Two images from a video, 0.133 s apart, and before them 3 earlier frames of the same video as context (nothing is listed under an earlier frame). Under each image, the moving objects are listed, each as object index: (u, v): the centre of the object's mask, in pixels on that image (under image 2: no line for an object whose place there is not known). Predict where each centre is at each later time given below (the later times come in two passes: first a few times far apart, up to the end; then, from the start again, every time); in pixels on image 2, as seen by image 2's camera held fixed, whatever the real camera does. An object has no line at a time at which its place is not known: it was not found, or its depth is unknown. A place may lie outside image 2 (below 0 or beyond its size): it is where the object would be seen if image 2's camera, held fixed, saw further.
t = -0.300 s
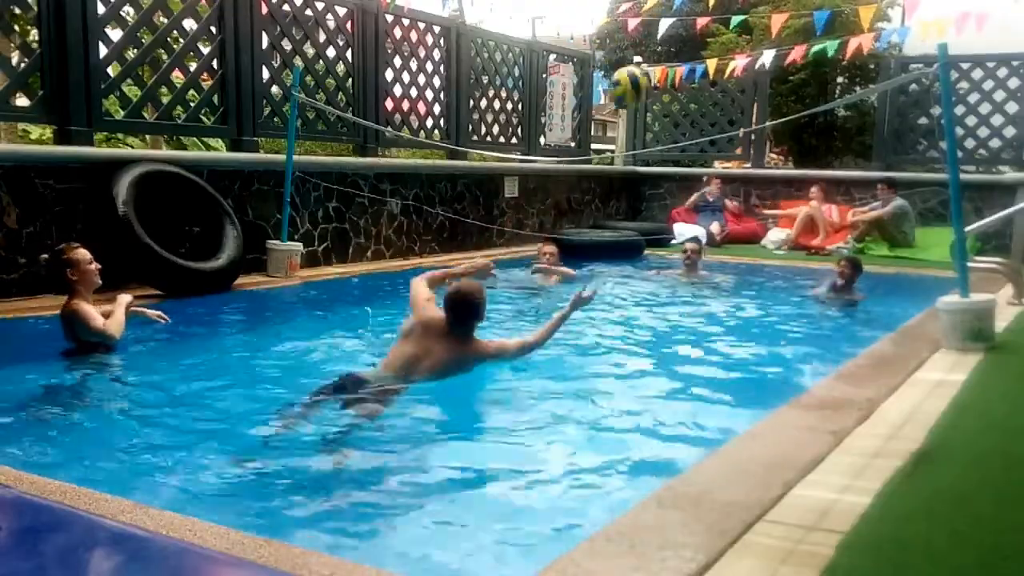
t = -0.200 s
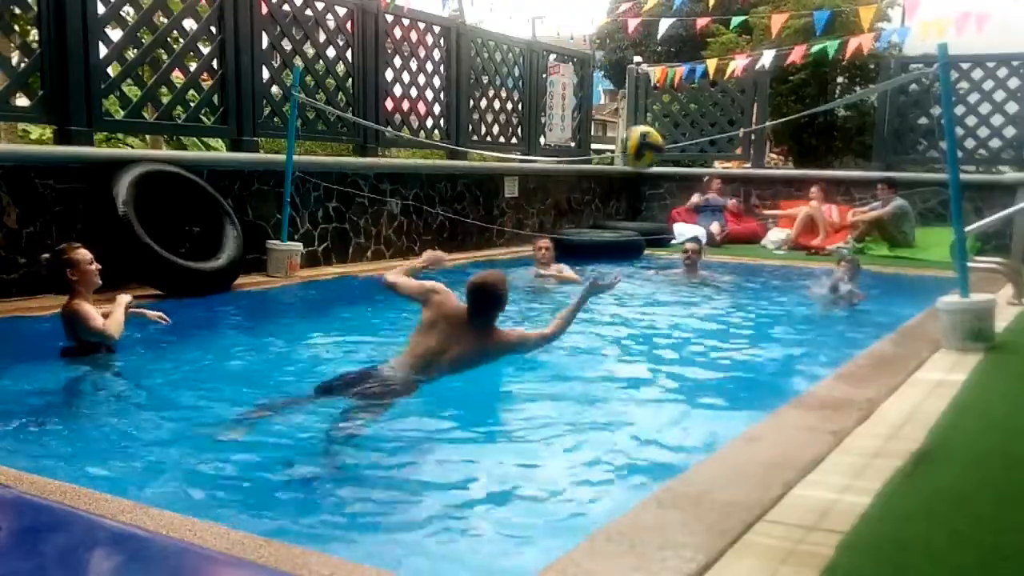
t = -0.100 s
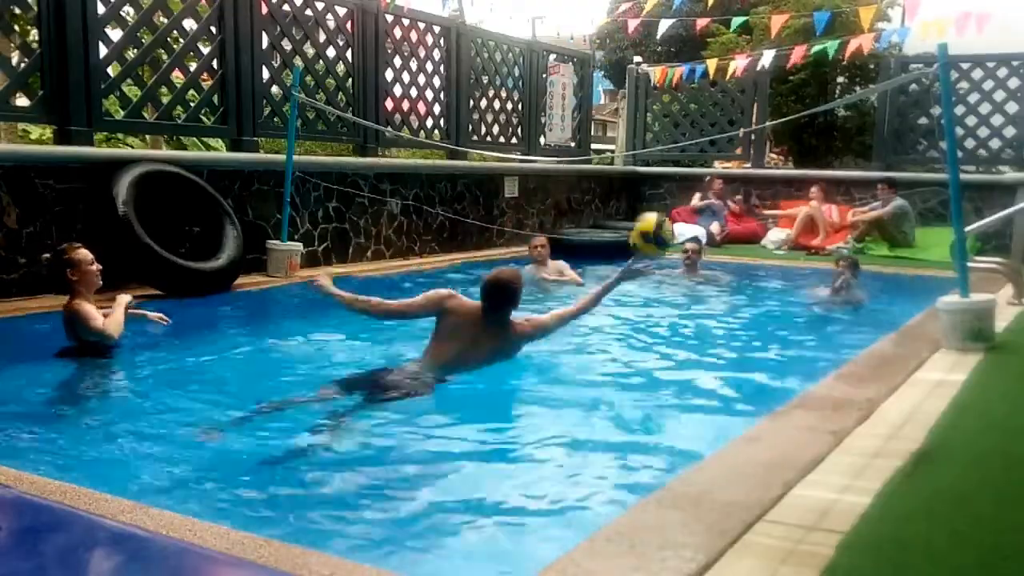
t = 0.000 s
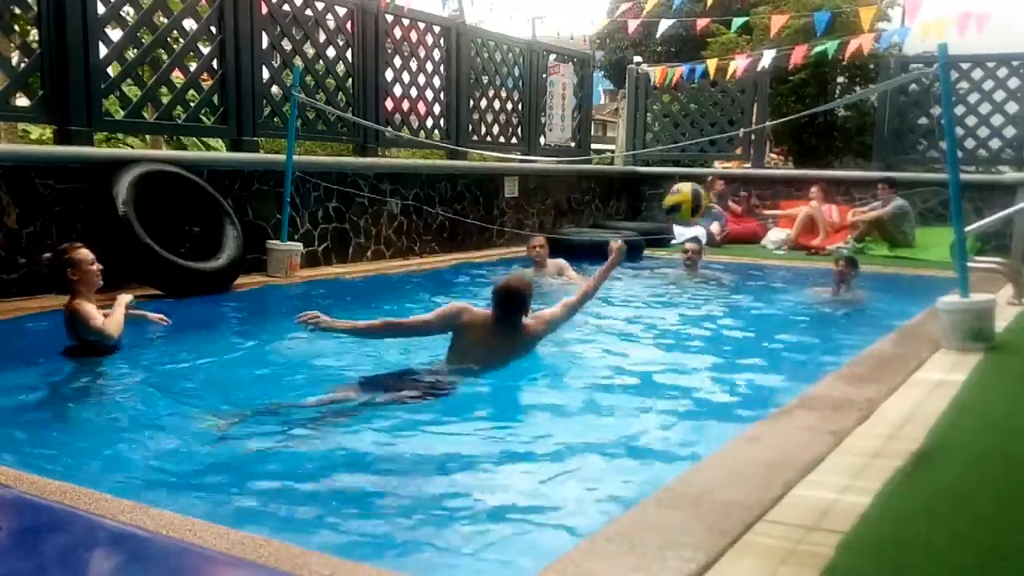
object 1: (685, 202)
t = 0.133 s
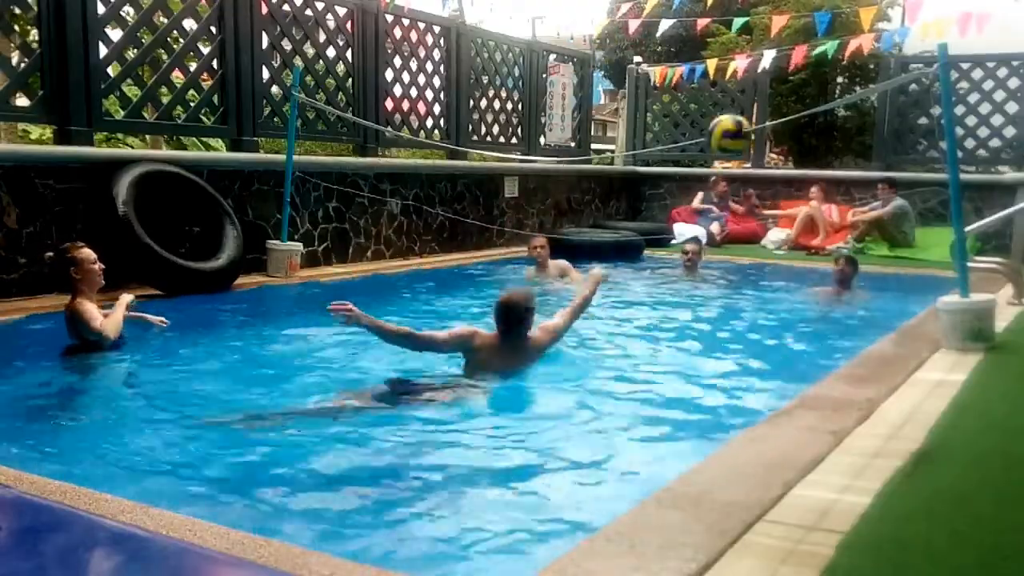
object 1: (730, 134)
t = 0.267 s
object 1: (768, 100)
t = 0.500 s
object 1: (821, 127)
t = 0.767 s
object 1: (848, 243)
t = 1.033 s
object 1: (851, 319)
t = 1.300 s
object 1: (866, 311)
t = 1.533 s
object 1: (861, 318)
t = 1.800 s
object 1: (840, 315)
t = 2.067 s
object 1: (822, 313)
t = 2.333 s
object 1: (808, 316)
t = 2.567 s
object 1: (796, 313)
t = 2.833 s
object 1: (787, 313)
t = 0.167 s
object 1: (737, 123)
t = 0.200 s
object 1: (749, 112)
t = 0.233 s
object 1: (759, 105)
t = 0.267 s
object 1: (768, 100)
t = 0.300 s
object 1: (778, 99)
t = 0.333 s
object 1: (787, 101)
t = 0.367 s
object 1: (795, 103)
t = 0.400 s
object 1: (801, 107)
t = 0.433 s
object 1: (809, 112)
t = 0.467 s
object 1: (816, 119)
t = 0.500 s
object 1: (821, 127)
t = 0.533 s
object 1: (827, 141)
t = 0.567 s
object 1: (830, 154)
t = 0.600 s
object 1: (833, 166)
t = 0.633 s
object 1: (838, 183)
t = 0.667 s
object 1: (838, 194)
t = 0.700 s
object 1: (841, 210)
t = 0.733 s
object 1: (842, 222)
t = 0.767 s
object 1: (848, 243)
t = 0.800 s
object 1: (847, 264)
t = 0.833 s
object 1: (847, 286)
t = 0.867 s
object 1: (849, 310)
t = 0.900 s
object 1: (848, 315)
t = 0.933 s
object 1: (848, 319)
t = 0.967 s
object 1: (849, 320)
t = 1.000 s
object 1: (849, 320)
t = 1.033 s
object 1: (851, 319)
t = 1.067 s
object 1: (852, 317)
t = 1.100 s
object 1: (854, 314)
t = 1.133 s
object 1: (857, 309)
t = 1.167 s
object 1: (859, 306)
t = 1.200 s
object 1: (861, 304)
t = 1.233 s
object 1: (863, 305)
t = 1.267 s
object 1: (864, 307)
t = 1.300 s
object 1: (866, 311)
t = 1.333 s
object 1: (869, 314)
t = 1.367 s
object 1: (870, 317)
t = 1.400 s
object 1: (872, 318)
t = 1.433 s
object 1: (870, 318)
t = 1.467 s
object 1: (866, 318)
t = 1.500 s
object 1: (864, 318)
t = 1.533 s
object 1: (861, 318)
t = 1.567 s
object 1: (858, 318)
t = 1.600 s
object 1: (854, 319)
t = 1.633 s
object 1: (852, 319)
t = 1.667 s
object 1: (850, 318)
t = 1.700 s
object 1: (847, 318)
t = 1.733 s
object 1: (845, 317)
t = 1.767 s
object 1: (843, 316)
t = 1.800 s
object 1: (840, 315)
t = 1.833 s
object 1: (838, 313)
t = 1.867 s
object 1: (836, 313)
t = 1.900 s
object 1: (833, 313)
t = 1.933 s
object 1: (830, 313)
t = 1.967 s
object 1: (828, 313)
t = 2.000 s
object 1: (826, 313)
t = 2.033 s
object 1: (825, 313)
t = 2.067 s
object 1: (822, 313)
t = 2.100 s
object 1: (821, 313)
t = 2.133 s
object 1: (818, 314)
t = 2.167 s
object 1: (817, 314)
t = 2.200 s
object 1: (815, 314)
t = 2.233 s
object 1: (813, 315)
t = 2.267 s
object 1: (811, 315)
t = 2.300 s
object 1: (809, 316)
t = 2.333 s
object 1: (808, 316)
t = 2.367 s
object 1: (807, 316)
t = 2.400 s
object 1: (804, 316)
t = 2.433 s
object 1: (803, 315)
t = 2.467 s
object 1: (801, 315)
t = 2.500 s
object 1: (800, 314)
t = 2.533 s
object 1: (798, 313)
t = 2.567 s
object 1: (796, 313)
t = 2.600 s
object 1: (795, 312)
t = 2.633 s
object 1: (794, 312)
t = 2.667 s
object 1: (792, 312)
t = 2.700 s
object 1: (791, 313)
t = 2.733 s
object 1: (789, 314)
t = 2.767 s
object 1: (789, 314)
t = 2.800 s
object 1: (788, 314)
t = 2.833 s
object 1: (787, 313)
